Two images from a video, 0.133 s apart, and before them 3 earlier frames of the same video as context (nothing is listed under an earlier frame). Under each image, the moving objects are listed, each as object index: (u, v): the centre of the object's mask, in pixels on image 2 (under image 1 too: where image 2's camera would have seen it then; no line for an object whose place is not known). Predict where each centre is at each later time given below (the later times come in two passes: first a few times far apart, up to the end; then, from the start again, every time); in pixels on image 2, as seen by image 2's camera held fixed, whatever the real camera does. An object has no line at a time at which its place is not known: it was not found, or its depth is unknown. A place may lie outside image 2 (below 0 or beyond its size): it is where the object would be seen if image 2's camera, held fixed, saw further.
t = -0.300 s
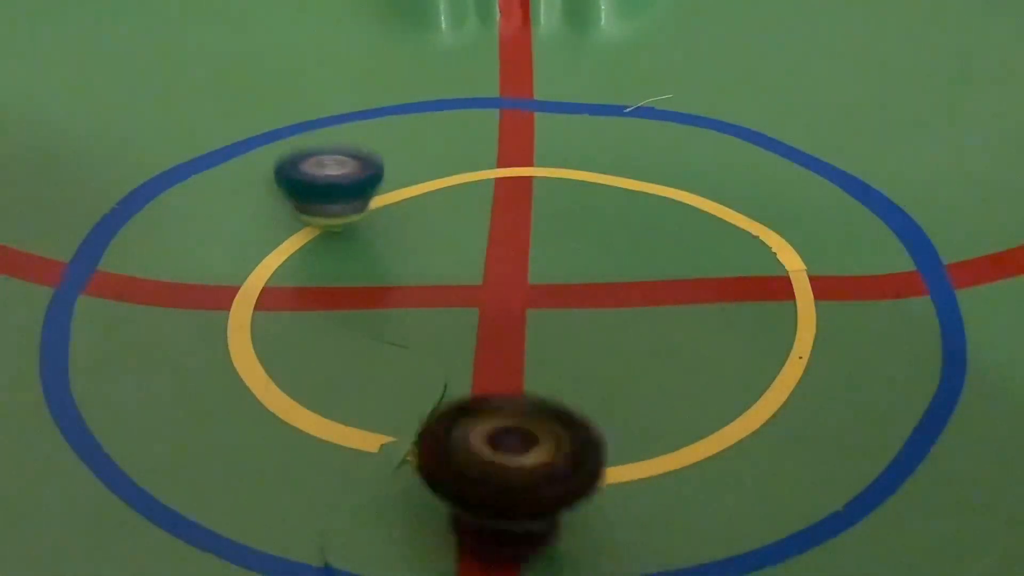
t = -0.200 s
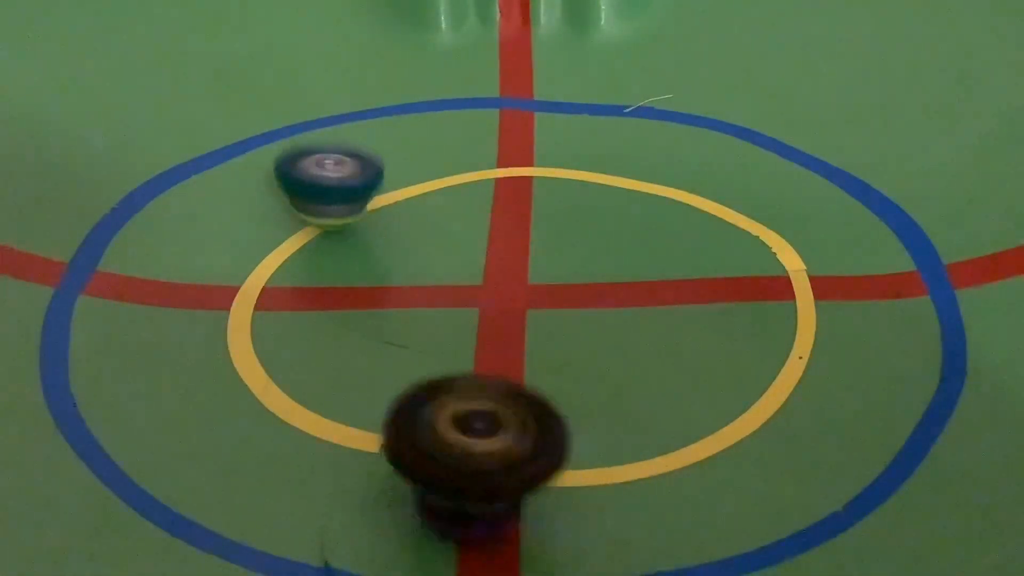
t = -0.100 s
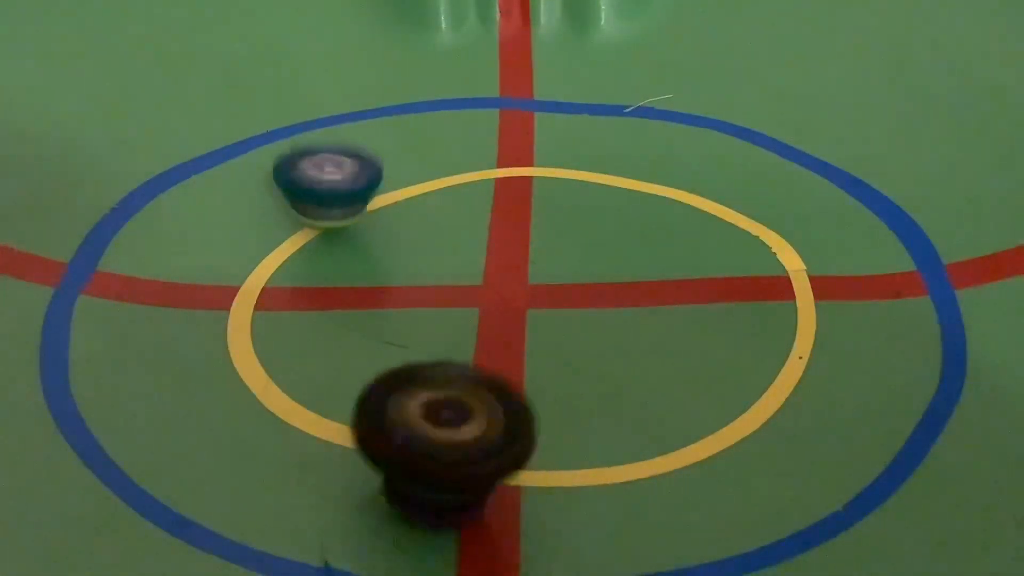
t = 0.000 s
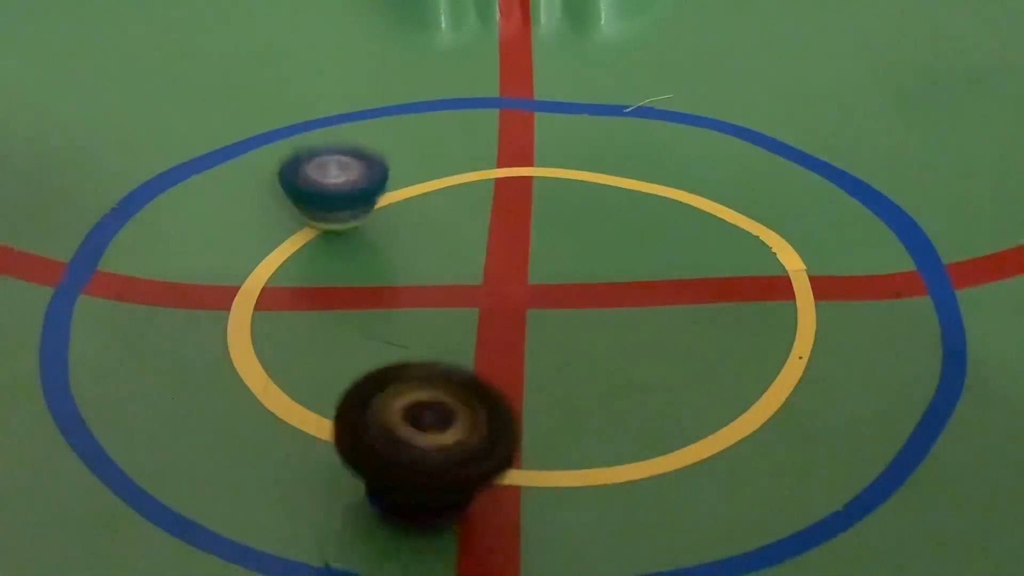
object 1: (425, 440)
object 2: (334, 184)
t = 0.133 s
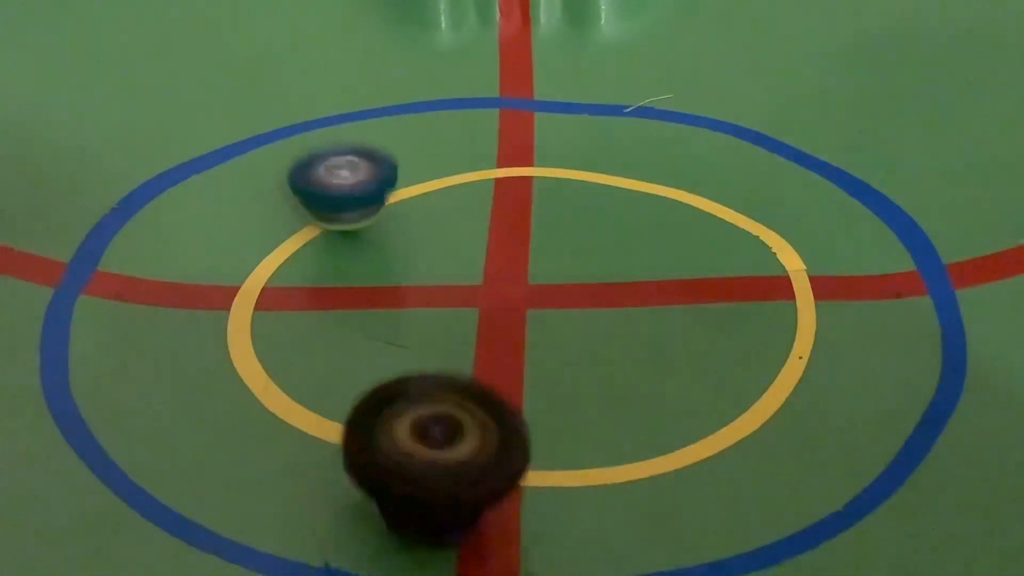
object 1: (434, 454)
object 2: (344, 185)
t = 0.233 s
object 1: (479, 461)
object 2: (349, 187)
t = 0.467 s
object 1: (662, 444)
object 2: (351, 192)
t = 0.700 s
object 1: (823, 380)
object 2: (349, 192)
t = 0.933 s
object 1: (880, 307)
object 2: (351, 188)
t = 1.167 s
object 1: (868, 265)
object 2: (361, 188)
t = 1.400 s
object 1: (837, 253)
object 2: (368, 191)
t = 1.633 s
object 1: (801, 260)
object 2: (364, 193)
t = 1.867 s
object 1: (724, 274)
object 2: (364, 188)
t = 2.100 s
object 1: (605, 305)
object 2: (372, 183)
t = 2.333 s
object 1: (512, 359)
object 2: (382, 183)
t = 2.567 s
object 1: (466, 432)
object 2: (387, 187)
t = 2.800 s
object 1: (508, 491)
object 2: (382, 186)
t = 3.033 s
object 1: (633, 479)
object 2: (382, 181)
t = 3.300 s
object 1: (718, 398)
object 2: (394, 179)
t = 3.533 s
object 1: (727, 320)
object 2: (396, 181)
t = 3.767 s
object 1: (689, 269)
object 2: (391, 182)
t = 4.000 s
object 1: (639, 249)
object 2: (389, 178)
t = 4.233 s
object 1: (587, 246)
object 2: (394, 175)
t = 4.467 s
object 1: (533, 251)
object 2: (396, 175)
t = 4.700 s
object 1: (504, 255)
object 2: (395, 175)
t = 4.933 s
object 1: (500, 251)
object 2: (396, 172)
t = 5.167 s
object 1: (530, 235)
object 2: (399, 170)
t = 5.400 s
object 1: (561, 212)
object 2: (399, 170)
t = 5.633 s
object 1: (599, 188)
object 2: (398, 170)
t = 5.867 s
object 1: (639, 163)
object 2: (400, 168)
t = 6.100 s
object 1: (653, 135)
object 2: (400, 168)
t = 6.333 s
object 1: (634, 122)
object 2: (401, 168)
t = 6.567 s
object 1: (593, 130)
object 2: (403, 166)
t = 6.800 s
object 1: (541, 146)
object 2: (401, 166)
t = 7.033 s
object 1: (531, 160)
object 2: (373, 162)
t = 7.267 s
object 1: (576, 180)
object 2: (370, 154)
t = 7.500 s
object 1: (606, 194)
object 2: (383, 152)
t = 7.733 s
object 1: (609, 197)
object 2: (383, 166)
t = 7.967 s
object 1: (603, 191)
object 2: (362, 169)
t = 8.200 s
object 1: (593, 170)
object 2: (361, 165)
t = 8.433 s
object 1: (594, 146)
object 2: (371, 170)
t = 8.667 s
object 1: (596, 125)
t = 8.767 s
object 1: (598, 120)
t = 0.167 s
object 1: (446, 458)
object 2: (345, 185)
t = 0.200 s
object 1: (461, 460)
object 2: (347, 186)
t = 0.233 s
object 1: (479, 461)
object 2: (349, 187)
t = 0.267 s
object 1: (502, 460)
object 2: (349, 188)
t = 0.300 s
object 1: (526, 461)
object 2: (350, 189)
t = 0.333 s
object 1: (551, 460)
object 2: (351, 190)
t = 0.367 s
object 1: (579, 458)
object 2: (351, 190)
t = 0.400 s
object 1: (607, 455)
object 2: (351, 191)
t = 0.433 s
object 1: (633, 450)
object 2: (351, 192)
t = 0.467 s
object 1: (662, 444)
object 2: (351, 192)
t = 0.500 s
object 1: (690, 438)
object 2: (350, 193)
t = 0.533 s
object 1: (716, 430)
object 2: (350, 193)
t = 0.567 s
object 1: (740, 422)
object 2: (350, 193)
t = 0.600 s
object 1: (764, 412)
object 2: (349, 193)
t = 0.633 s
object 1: (786, 402)
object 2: (349, 193)
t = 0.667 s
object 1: (806, 391)
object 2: (349, 193)
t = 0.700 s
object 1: (823, 380)
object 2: (349, 192)
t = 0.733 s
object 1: (836, 370)
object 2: (348, 192)
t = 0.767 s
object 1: (849, 359)
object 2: (347, 191)
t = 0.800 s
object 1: (859, 348)
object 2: (347, 191)
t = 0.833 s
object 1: (867, 336)
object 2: (348, 190)
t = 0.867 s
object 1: (874, 326)
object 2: (349, 189)
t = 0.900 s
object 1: (878, 316)
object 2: (349, 189)
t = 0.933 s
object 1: (880, 307)
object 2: (351, 188)
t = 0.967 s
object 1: (882, 299)
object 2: (352, 187)
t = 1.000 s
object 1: (882, 292)
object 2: (354, 187)
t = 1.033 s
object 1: (881, 285)
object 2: (356, 188)
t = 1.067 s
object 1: (879, 278)
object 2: (355, 188)
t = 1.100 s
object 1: (876, 273)
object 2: (357, 188)
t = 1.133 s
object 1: (872, 269)
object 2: (359, 187)
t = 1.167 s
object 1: (868, 265)
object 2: (361, 188)
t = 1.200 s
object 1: (863, 262)
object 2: (362, 188)
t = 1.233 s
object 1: (860, 260)
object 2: (364, 188)
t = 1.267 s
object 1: (856, 258)
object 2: (366, 189)
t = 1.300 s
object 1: (851, 256)
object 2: (366, 189)
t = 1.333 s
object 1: (847, 255)
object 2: (367, 190)
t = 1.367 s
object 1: (843, 253)
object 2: (368, 191)
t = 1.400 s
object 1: (837, 253)
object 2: (368, 191)
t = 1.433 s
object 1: (831, 254)
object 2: (367, 192)
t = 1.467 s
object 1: (828, 255)
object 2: (367, 192)
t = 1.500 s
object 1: (824, 256)
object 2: (366, 193)
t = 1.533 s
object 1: (820, 257)
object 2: (366, 193)
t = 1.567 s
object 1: (815, 258)
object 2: (366, 192)
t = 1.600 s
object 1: (809, 259)
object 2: (365, 193)
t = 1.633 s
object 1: (801, 260)
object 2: (364, 193)
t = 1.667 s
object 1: (794, 261)
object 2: (364, 192)
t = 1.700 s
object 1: (785, 261)
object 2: (364, 192)
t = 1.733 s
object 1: (776, 263)
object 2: (363, 191)
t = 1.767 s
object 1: (765, 265)
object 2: (363, 190)
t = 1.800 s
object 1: (752, 268)
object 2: (363, 189)
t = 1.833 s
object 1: (739, 271)
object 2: (363, 188)
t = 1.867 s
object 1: (724, 274)
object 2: (364, 188)
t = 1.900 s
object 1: (708, 277)
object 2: (364, 187)
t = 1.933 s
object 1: (692, 280)
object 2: (365, 186)
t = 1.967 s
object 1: (674, 284)
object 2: (366, 185)
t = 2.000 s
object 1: (656, 290)
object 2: (367, 184)
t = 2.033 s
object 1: (639, 294)
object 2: (369, 183)
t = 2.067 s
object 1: (622, 299)
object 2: (372, 183)
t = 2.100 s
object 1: (605, 305)
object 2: (372, 183)
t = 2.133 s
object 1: (589, 311)
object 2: (373, 182)
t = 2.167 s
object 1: (574, 317)
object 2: (375, 182)
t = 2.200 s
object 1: (560, 324)
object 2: (378, 182)
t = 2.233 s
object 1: (548, 332)
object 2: (380, 182)
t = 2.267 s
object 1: (535, 340)
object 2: (380, 182)
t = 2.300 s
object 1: (523, 349)
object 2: (382, 183)
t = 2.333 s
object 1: (512, 359)
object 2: (382, 183)
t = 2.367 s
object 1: (502, 369)
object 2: (382, 184)
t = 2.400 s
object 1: (493, 379)
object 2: (384, 184)
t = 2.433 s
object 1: (485, 387)
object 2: (384, 185)
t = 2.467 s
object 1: (478, 398)
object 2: (385, 185)
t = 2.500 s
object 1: (474, 409)
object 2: (385, 186)
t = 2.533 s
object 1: (470, 420)
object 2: (386, 187)
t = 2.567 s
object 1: (466, 432)
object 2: (387, 187)
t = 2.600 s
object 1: (465, 444)
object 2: (385, 187)
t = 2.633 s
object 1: (465, 455)
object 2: (385, 187)
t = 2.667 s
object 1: (467, 465)
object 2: (384, 188)
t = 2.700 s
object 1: (473, 472)
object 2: (384, 187)
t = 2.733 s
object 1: (481, 482)
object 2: (383, 187)
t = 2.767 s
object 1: (492, 488)
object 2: (382, 187)
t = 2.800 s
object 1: (508, 491)
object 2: (382, 186)
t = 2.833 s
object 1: (524, 493)
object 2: (380, 186)
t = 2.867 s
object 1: (542, 494)
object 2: (380, 184)
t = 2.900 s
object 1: (561, 493)
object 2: (381, 184)
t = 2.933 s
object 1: (581, 491)
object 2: (380, 184)
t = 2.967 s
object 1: (600, 488)
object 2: (380, 183)
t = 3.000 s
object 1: (618, 485)
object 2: (380, 182)
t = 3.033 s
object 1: (633, 479)
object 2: (382, 181)
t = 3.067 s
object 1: (650, 471)
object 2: (383, 181)
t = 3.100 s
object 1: (664, 461)
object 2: (385, 180)
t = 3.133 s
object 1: (676, 451)
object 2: (387, 180)
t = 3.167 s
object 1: (687, 440)
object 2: (387, 179)
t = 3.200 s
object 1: (696, 430)
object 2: (389, 179)
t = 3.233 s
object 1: (704, 419)
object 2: (390, 179)
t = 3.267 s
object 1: (712, 409)
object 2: (393, 178)
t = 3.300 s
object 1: (718, 398)
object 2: (394, 179)
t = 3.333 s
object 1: (723, 387)
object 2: (394, 179)
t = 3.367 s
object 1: (727, 375)
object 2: (395, 179)
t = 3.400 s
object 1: (730, 365)
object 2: (395, 180)
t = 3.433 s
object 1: (732, 354)
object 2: (396, 180)
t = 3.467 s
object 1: (731, 342)
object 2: (396, 180)
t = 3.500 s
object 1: (729, 332)
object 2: (396, 181)
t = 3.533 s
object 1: (727, 320)
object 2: (396, 181)
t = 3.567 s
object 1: (722, 311)
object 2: (396, 181)
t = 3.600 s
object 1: (717, 302)
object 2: (395, 181)
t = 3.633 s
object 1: (713, 294)
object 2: (394, 182)
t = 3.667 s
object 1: (707, 287)
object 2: (393, 182)
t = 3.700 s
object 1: (701, 280)
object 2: (392, 182)
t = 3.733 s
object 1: (695, 274)
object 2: (392, 182)
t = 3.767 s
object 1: (689, 269)
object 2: (391, 182)
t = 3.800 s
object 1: (683, 265)
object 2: (390, 182)
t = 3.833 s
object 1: (677, 261)
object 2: (388, 181)
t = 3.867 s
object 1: (671, 258)
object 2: (387, 180)
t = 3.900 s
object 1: (665, 255)
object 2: (388, 180)
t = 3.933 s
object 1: (656, 252)
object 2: (389, 179)
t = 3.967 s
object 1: (646, 250)
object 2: (388, 179)
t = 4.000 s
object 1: (639, 249)
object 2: (389, 178)
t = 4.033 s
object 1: (632, 248)
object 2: (388, 178)
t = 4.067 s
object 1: (625, 247)
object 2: (390, 177)
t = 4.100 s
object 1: (618, 246)
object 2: (391, 176)
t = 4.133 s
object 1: (610, 246)
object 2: (392, 175)
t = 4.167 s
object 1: (602, 245)
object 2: (393, 175)
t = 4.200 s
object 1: (595, 246)
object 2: (393, 175)
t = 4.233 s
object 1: (587, 246)
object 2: (394, 175)
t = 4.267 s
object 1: (578, 247)
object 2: (394, 175)
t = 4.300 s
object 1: (570, 247)
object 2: (395, 175)
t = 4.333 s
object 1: (562, 248)
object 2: (396, 175)
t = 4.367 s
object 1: (554, 249)
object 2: (396, 175)
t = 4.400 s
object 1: (547, 249)
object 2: (397, 175)
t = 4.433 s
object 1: (539, 251)
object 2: (396, 175)
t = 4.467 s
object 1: (533, 251)
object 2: (396, 175)
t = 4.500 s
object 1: (527, 252)
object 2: (397, 175)
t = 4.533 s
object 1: (519, 254)
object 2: (398, 175)
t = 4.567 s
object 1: (514, 255)
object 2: (398, 175)
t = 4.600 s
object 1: (511, 256)
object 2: (397, 175)
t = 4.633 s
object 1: (508, 256)
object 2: (397, 175)
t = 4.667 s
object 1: (506, 256)
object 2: (396, 175)
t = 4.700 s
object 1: (504, 255)
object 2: (395, 175)
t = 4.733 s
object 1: (502, 255)
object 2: (394, 175)
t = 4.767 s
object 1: (503, 255)
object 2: (395, 174)
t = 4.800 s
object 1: (503, 254)
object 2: (395, 173)
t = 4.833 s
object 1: (503, 253)
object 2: (396, 173)
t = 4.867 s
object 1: (502, 252)
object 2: (396, 172)
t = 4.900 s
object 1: (500, 252)
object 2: (396, 172)
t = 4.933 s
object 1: (500, 251)
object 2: (396, 172)
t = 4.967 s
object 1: (504, 250)
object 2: (396, 171)
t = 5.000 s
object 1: (509, 248)
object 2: (396, 171)
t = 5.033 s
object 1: (513, 247)
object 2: (396, 170)
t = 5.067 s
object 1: (517, 244)
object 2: (397, 170)
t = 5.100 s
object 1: (523, 241)
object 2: (398, 170)
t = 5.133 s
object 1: (527, 237)
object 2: (399, 170)
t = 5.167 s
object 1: (530, 235)
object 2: (399, 170)
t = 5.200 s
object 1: (533, 233)
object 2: (399, 170)
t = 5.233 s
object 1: (536, 230)
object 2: (399, 170)
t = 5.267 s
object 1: (541, 229)
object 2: (399, 171)
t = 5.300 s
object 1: (548, 224)
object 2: (399, 171)
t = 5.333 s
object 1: (552, 221)
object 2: (398, 171)
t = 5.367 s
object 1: (557, 217)
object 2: (399, 170)
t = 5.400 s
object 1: (561, 212)
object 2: (399, 170)
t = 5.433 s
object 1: (566, 209)
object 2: (399, 170)
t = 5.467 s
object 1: (571, 206)
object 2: (400, 170)
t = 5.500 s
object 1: (577, 202)
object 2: (400, 170)
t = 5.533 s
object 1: (583, 198)
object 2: (400, 170)
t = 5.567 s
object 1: (588, 195)
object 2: (399, 170)
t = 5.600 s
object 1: (593, 191)
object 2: (399, 170)
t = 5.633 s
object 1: (599, 188)
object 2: (398, 170)
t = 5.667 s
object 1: (605, 184)
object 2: (399, 170)
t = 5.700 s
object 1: (610, 181)
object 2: (399, 169)
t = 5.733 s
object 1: (616, 177)
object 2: (400, 169)
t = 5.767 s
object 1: (622, 174)
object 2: (400, 168)
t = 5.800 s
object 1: (628, 171)
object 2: (401, 169)
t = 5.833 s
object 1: (634, 167)
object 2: (400, 168)
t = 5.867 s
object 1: (639, 163)
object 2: (400, 168)
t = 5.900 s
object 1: (643, 160)
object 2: (400, 168)
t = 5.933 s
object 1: (648, 155)
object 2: (400, 169)
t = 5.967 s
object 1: (651, 151)
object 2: (400, 169)
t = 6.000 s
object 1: (653, 146)
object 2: (399, 169)
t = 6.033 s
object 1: (653, 141)
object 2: (399, 168)
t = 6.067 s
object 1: (654, 138)
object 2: (399, 168)
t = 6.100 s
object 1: (653, 135)
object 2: (400, 168)
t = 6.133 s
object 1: (654, 133)
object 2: (401, 168)
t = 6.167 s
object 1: (653, 129)
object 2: (401, 168)
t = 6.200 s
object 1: (651, 127)
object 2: (401, 169)
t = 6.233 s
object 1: (647, 126)
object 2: (401, 168)
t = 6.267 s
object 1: (643, 124)
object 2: (401, 168)
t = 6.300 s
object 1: (638, 123)
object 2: (400, 168)
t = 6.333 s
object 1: (634, 122)
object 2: (401, 168)
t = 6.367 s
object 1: (628, 123)
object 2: (401, 168)
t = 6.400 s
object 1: (623, 123)
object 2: (402, 167)
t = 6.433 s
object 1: (617, 124)
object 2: (402, 167)
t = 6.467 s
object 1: (611, 124)
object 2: (402, 167)
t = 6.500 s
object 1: (606, 126)
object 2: (403, 167)
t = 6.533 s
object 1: (600, 128)
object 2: (403, 166)
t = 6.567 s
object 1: (593, 130)
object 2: (403, 166)
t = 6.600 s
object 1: (585, 132)
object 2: (403, 166)
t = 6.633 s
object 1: (578, 134)
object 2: (402, 166)
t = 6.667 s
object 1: (570, 137)
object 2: (402, 167)
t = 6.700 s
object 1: (563, 139)
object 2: (402, 167)
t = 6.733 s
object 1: (555, 142)
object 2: (401, 166)
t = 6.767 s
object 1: (549, 143)
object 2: (401, 166)
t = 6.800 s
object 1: (541, 146)
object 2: (401, 166)
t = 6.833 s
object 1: (535, 148)
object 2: (401, 166)
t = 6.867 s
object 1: (529, 151)
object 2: (402, 166)
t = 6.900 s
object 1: (522, 152)
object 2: (402, 166)
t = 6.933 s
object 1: (516, 155)
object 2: (403, 166)
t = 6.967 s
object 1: (518, 155)
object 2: (393, 163)
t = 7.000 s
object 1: (524, 157)
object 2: (381, 164)
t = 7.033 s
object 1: (531, 160)
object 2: (373, 162)
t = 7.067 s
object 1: (538, 163)
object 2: (369, 161)
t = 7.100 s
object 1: (545, 165)
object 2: (369, 160)
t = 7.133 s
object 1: (552, 168)
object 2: (369, 159)
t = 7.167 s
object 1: (557, 171)
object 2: (367, 157)
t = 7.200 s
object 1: (564, 174)
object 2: (367, 156)
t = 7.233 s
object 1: (570, 177)
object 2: (368, 154)
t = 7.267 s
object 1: (576, 180)
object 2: (370, 154)
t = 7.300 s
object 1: (581, 182)
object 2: (371, 151)
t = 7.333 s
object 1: (586, 185)
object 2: (372, 151)
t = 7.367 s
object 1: (592, 187)
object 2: (374, 150)
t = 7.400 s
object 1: (595, 190)
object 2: (378, 151)
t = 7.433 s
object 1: (600, 191)
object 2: (379, 150)
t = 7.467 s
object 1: (603, 193)
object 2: (381, 152)
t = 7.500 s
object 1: (606, 194)
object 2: (383, 152)
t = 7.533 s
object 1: (608, 195)
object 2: (386, 153)
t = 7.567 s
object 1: (610, 196)
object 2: (387, 155)
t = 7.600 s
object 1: (611, 197)
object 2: (387, 158)
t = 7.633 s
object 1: (611, 197)
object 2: (387, 159)
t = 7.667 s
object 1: (611, 197)
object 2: (386, 162)
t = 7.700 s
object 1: (611, 197)
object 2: (384, 164)
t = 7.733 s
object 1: (609, 197)
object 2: (383, 166)
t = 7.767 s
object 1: (608, 197)
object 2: (380, 168)
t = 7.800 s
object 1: (606, 197)
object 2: (378, 168)
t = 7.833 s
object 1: (606, 197)
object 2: (375, 169)
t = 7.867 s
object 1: (605, 196)
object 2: (371, 170)
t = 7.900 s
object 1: (606, 196)
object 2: (368, 170)
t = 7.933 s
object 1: (605, 194)
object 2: (365, 169)
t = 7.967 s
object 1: (603, 191)
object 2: (362, 169)
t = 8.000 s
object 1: (601, 188)
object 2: (360, 168)
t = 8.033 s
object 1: (600, 186)
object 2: (358, 166)
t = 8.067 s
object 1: (598, 183)
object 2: (358, 167)
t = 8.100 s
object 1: (597, 179)
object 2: (360, 166)
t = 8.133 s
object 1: (595, 176)
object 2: (361, 166)
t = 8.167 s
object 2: (361, 165)
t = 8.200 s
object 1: (593, 170)
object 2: (361, 165)
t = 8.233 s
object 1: (593, 167)
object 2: (362, 164)
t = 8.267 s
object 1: (592, 163)
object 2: (365, 165)
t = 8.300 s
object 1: (592, 160)
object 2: (366, 164)
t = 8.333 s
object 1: (592, 157)
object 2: (368, 165)
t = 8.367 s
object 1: (593, 153)
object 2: (369, 166)
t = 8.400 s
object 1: (593, 150)
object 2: (371, 169)
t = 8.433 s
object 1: (594, 146)
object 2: (371, 170)
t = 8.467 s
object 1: (595, 142)
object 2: (371, 172)
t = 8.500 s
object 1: (596, 139)
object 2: (372, 173)
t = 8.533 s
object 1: (596, 135)
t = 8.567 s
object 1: (595, 132)
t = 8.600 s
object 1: (596, 129)
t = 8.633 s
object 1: (596, 127)
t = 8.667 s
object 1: (596, 125)
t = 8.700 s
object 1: (599, 124)
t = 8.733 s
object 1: (599, 122)
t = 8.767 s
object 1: (598, 120)
